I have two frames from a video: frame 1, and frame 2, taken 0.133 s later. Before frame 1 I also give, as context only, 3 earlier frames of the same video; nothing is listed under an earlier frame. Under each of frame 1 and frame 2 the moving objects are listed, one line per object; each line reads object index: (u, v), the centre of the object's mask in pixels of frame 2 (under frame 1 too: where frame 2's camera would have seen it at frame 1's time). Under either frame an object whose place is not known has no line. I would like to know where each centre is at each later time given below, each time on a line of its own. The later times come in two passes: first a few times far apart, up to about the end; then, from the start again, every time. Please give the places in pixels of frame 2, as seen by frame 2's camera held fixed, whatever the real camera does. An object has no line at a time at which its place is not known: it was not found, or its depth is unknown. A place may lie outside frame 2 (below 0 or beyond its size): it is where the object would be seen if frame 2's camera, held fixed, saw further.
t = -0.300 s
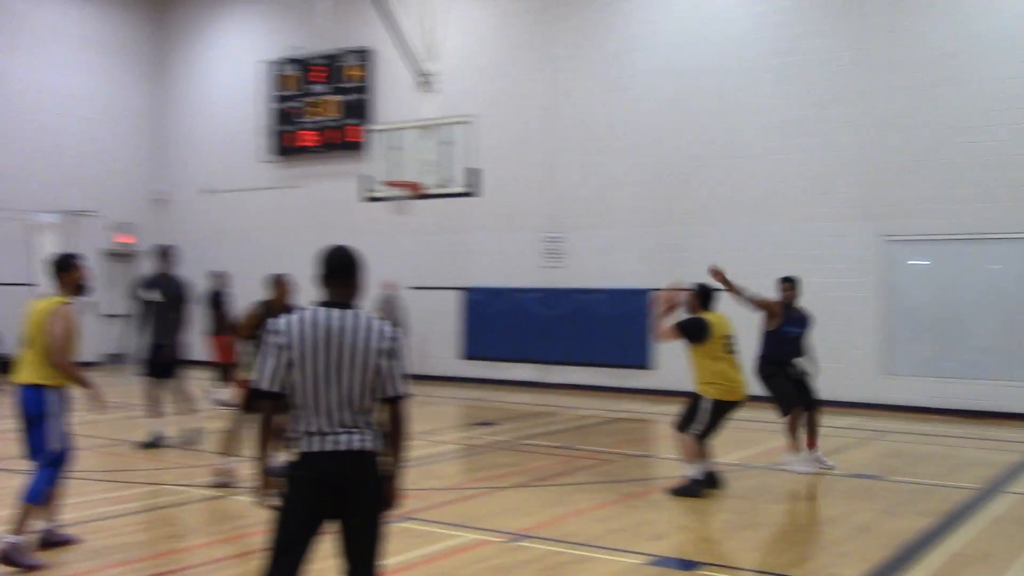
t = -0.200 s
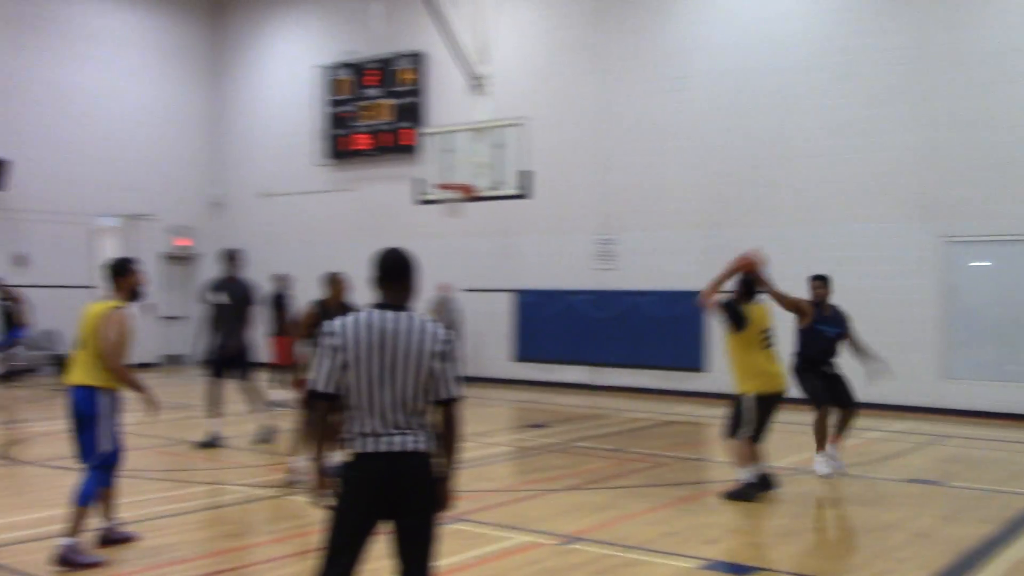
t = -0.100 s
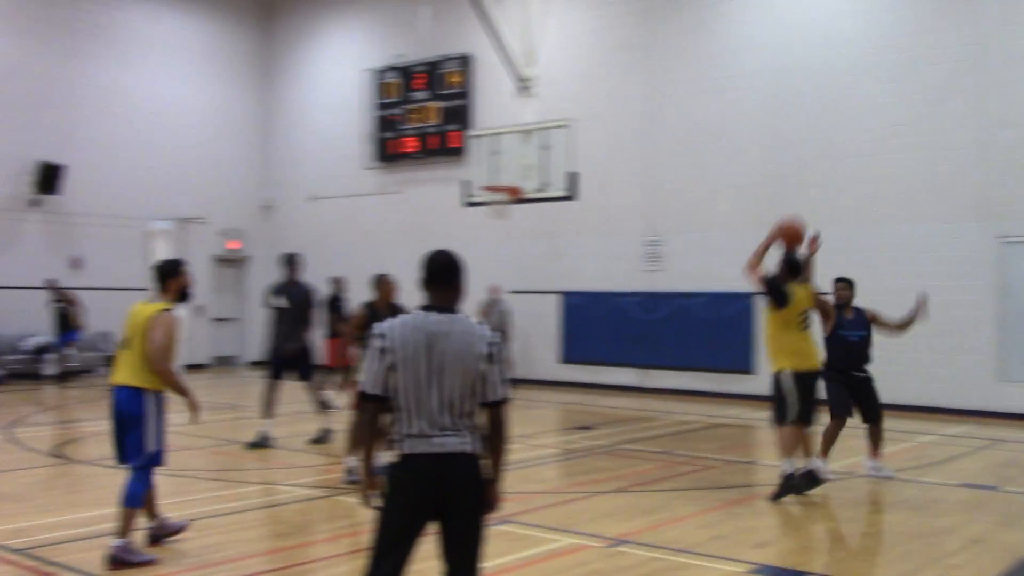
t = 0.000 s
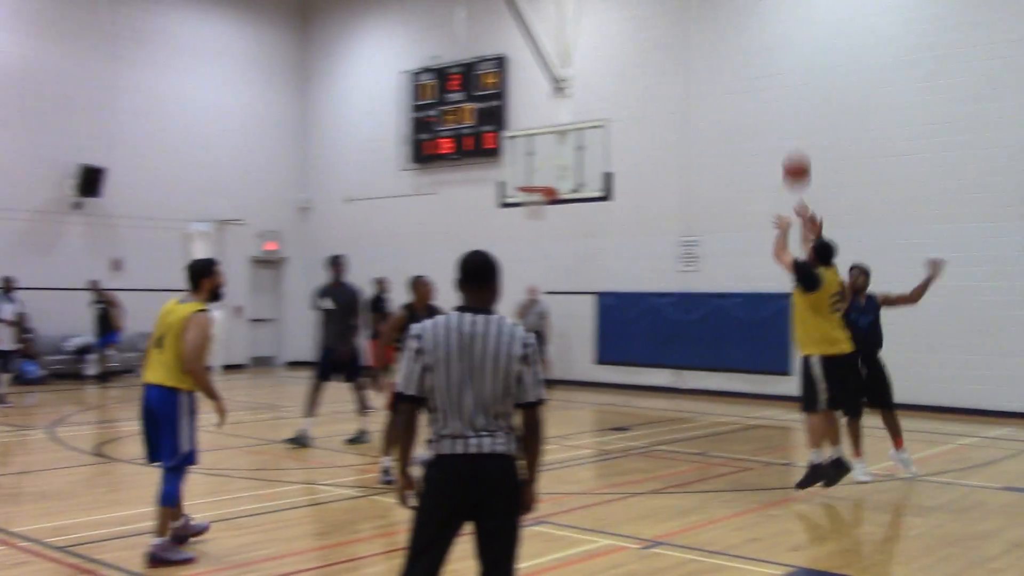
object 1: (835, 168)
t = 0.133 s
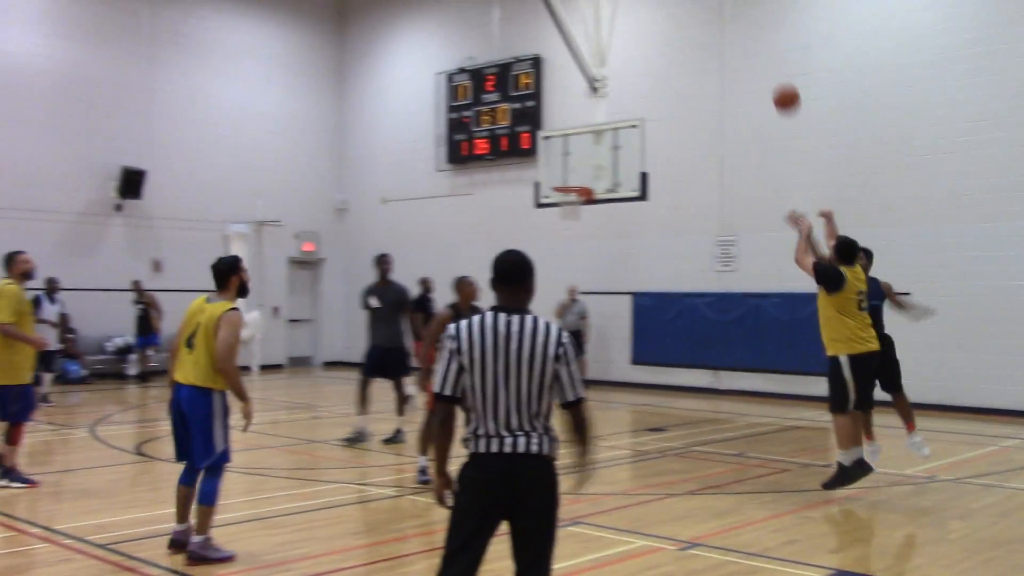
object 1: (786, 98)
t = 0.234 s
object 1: (754, 64)
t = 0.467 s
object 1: (691, 33)
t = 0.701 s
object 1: (641, 53)
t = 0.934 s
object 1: (599, 110)
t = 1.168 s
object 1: (567, 178)
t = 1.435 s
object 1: (549, 173)
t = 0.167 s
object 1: (775, 85)
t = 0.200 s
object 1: (764, 74)
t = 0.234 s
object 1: (754, 64)
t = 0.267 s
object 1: (744, 56)
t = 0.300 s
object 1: (734, 49)
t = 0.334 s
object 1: (725, 43)
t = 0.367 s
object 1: (716, 39)
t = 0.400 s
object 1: (708, 36)
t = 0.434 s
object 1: (699, 34)
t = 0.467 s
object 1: (691, 33)
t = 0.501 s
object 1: (683, 33)
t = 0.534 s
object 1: (675, 34)
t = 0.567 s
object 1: (668, 36)
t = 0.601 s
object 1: (661, 39)
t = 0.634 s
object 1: (654, 43)
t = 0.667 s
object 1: (648, 47)
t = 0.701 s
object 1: (641, 53)
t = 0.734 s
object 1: (635, 59)
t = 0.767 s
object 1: (628, 66)
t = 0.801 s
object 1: (622, 74)
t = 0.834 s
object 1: (616, 82)
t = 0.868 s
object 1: (610, 91)
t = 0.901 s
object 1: (604, 101)
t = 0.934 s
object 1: (599, 110)
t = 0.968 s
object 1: (593, 123)
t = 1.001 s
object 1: (588, 134)
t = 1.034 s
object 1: (583, 146)
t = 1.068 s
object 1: (578, 159)
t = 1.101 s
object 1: (573, 171)
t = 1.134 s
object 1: (569, 181)
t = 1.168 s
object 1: (567, 178)
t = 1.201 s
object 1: (565, 175)
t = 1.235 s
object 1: (563, 172)
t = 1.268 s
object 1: (560, 171)
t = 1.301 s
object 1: (558, 169)
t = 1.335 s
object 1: (556, 169)
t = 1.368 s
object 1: (553, 169)
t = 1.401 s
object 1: (551, 171)
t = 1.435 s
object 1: (549, 173)
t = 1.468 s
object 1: (547, 177)
